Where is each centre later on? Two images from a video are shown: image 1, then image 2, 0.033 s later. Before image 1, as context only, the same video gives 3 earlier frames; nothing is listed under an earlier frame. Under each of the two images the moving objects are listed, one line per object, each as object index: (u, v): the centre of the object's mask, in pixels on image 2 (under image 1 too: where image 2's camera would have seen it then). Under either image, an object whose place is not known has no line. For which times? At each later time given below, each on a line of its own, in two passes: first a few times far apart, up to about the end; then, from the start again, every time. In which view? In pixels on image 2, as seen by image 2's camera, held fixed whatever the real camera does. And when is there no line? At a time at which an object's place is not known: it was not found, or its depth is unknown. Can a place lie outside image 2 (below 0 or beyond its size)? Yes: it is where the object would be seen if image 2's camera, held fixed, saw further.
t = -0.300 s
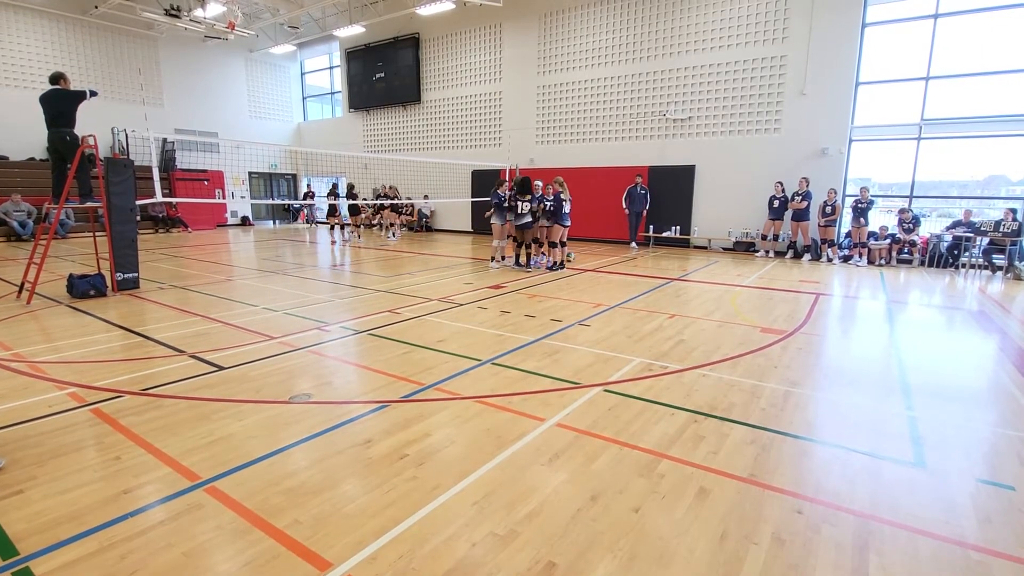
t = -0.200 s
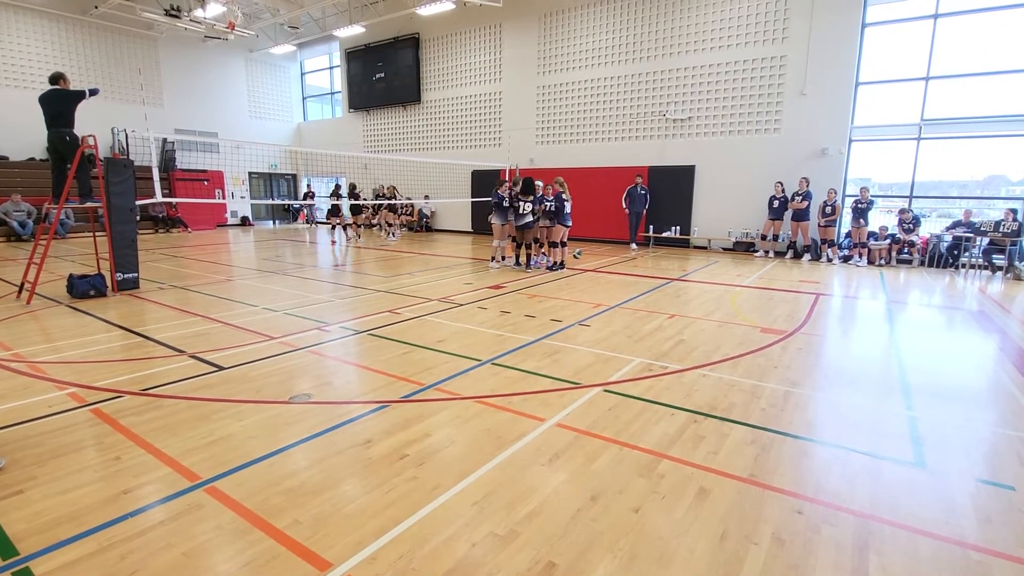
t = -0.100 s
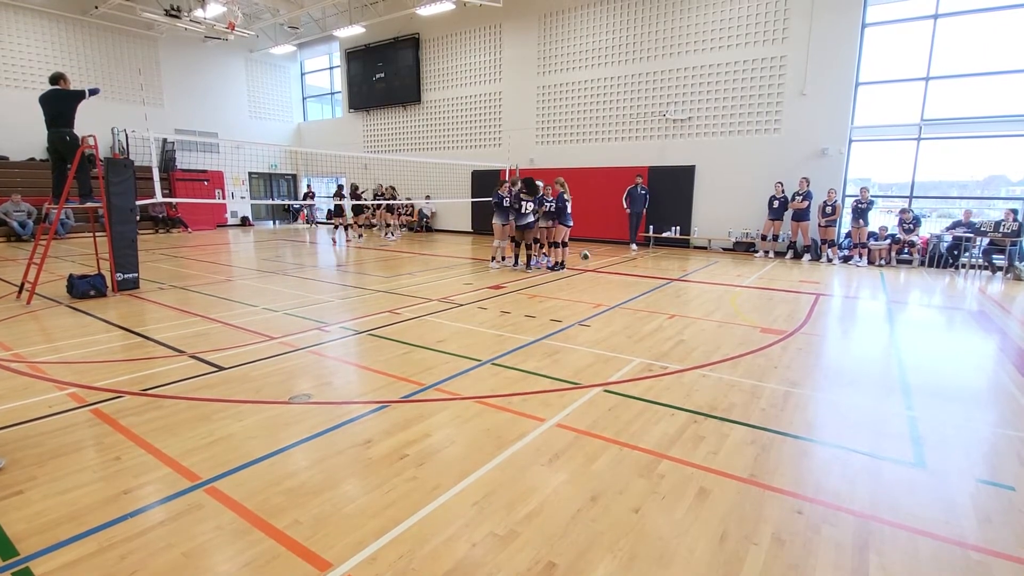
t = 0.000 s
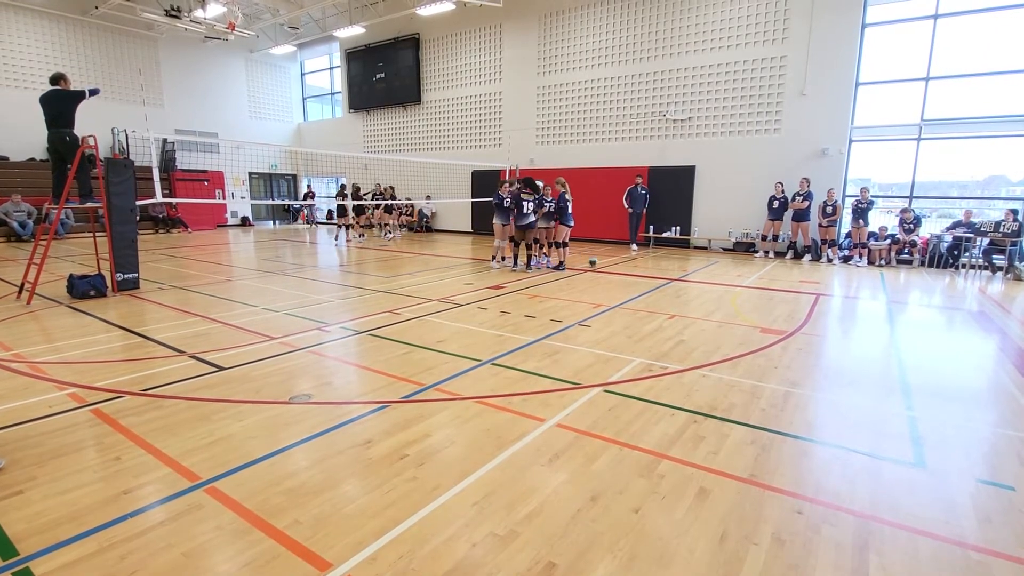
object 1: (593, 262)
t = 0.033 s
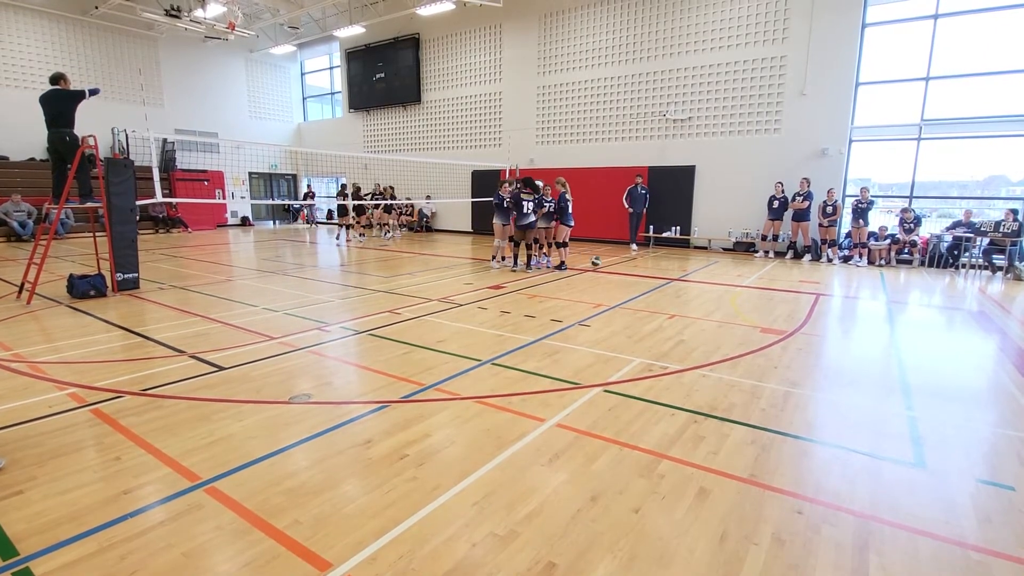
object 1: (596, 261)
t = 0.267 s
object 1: (615, 266)
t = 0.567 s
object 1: (644, 270)
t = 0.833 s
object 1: (672, 277)
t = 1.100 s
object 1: (703, 283)
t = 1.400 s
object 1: (743, 291)
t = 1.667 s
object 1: (782, 299)
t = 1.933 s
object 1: (827, 307)
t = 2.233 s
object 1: (885, 319)
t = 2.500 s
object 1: (944, 330)
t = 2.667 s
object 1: (986, 338)
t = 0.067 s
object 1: (598, 260)
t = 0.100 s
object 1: (601, 260)
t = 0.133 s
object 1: (604, 260)
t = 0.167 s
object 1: (607, 261)
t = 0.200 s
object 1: (609, 262)
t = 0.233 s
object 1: (612, 265)
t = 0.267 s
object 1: (615, 266)
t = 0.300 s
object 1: (618, 265)
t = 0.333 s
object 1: (621, 265)
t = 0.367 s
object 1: (625, 265)
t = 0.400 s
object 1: (628, 266)
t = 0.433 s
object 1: (631, 268)
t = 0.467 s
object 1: (633, 270)
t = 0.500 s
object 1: (637, 270)
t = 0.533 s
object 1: (641, 270)
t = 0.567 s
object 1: (644, 270)
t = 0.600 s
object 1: (647, 271)
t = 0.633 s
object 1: (650, 273)
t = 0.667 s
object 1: (654, 274)
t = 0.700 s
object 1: (658, 273)
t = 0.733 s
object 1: (661, 274)
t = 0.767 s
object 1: (665, 276)
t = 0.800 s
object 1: (668, 277)
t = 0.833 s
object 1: (672, 277)
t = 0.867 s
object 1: (675, 278)
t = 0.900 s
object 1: (679, 278)
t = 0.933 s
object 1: (683, 279)
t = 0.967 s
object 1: (687, 280)
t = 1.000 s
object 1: (690, 280)
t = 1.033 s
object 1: (695, 282)
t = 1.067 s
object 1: (699, 282)
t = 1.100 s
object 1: (703, 283)
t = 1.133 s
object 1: (707, 284)
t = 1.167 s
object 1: (711, 284)
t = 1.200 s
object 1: (716, 286)
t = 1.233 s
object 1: (720, 287)
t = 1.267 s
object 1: (724, 288)
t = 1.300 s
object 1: (729, 288)
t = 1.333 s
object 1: (733, 289)
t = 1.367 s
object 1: (738, 290)
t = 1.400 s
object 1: (743, 291)
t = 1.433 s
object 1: (747, 292)
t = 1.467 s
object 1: (752, 293)
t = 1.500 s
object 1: (757, 294)
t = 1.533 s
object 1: (762, 295)
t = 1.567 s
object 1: (767, 296)
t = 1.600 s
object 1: (772, 297)
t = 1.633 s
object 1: (777, 298)
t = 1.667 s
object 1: (782, 299)
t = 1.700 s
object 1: (788, 300)
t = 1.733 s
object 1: (793, 301)
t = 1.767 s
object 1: (799, 302)
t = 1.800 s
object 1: (804, 303)
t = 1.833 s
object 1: (810, 304)
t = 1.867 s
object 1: (816, 305)
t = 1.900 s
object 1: (822, 307)
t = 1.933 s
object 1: (827, 307)
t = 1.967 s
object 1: (834, 308)
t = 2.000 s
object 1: (840, 310)
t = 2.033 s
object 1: (846, 311)
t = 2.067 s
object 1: (853, 312)
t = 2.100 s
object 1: (859, 313)
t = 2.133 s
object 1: (865, 315)
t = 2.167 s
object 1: (872, 316)
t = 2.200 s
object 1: (879, 317)
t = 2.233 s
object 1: (885, 319)
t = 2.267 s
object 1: (892, 320)
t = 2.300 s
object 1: (899, 321)
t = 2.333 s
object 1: (906, 323)
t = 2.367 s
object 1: (914, 324)
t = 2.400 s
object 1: (921, 326)
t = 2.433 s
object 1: (929, 327)
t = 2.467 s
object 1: (937, 329)
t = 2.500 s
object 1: (944, 330)
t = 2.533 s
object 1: (952, 332)
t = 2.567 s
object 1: (960, 333)
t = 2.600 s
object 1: (969, 335)
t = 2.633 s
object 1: (977, 336)
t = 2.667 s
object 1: (986, 338)
